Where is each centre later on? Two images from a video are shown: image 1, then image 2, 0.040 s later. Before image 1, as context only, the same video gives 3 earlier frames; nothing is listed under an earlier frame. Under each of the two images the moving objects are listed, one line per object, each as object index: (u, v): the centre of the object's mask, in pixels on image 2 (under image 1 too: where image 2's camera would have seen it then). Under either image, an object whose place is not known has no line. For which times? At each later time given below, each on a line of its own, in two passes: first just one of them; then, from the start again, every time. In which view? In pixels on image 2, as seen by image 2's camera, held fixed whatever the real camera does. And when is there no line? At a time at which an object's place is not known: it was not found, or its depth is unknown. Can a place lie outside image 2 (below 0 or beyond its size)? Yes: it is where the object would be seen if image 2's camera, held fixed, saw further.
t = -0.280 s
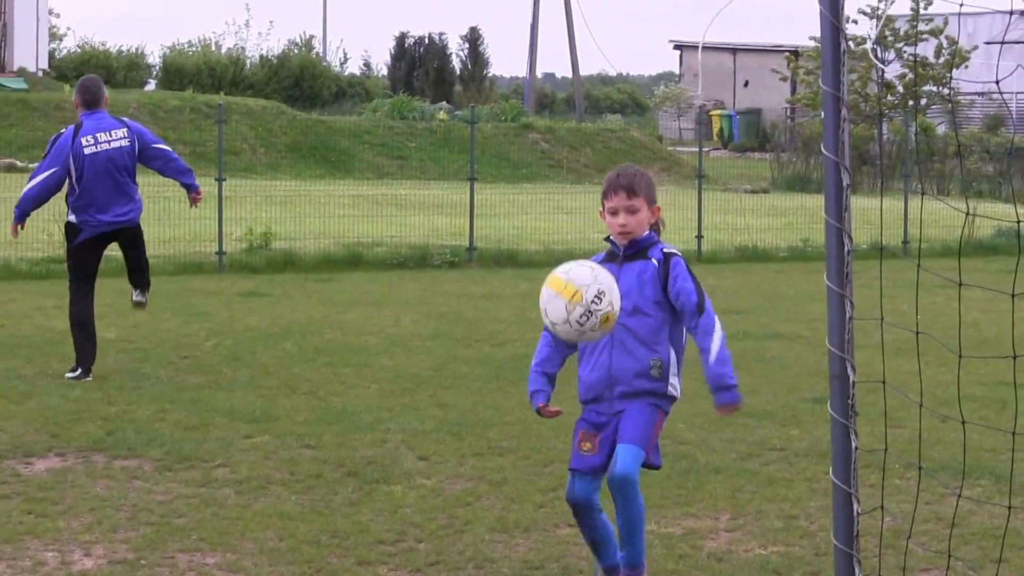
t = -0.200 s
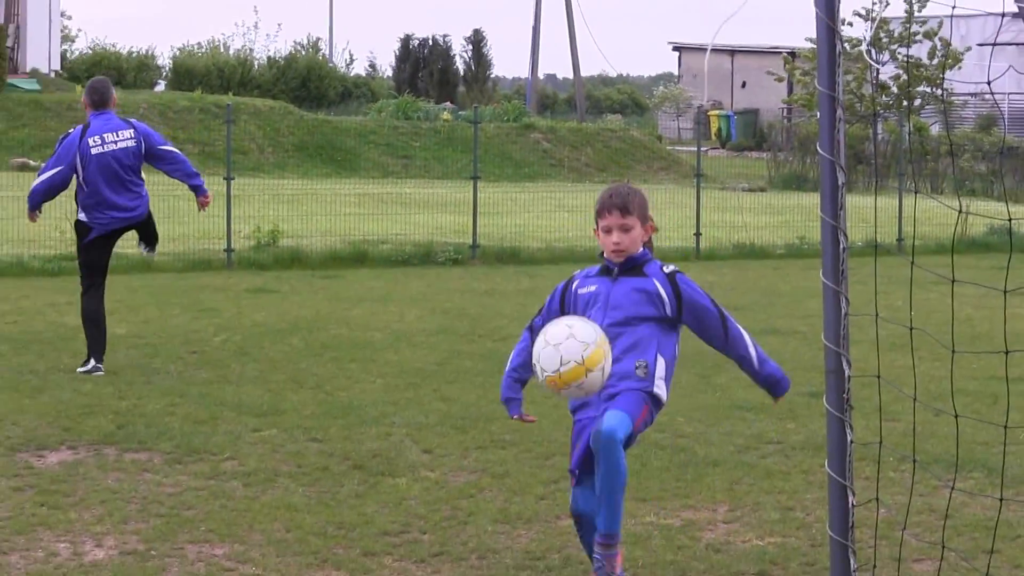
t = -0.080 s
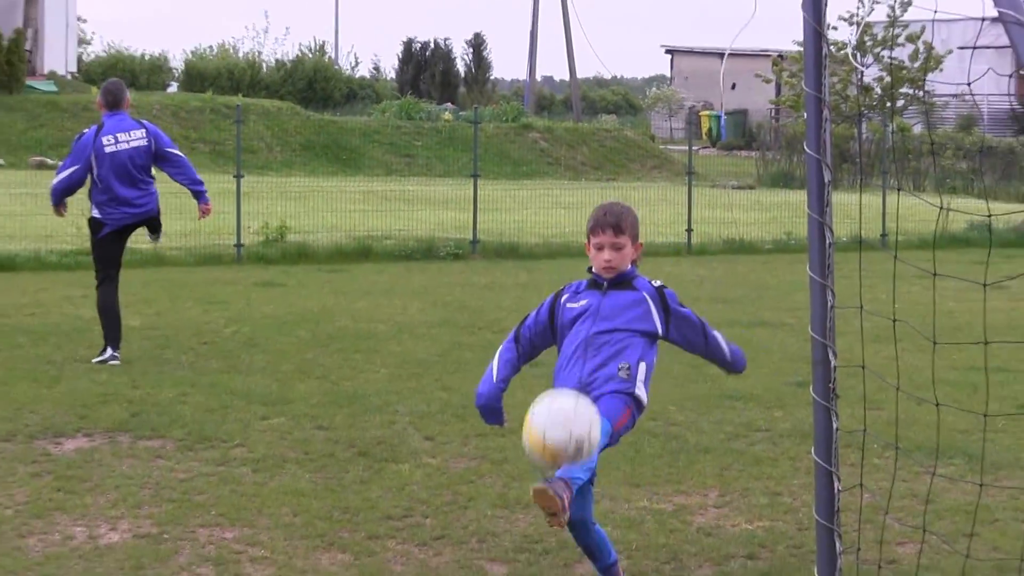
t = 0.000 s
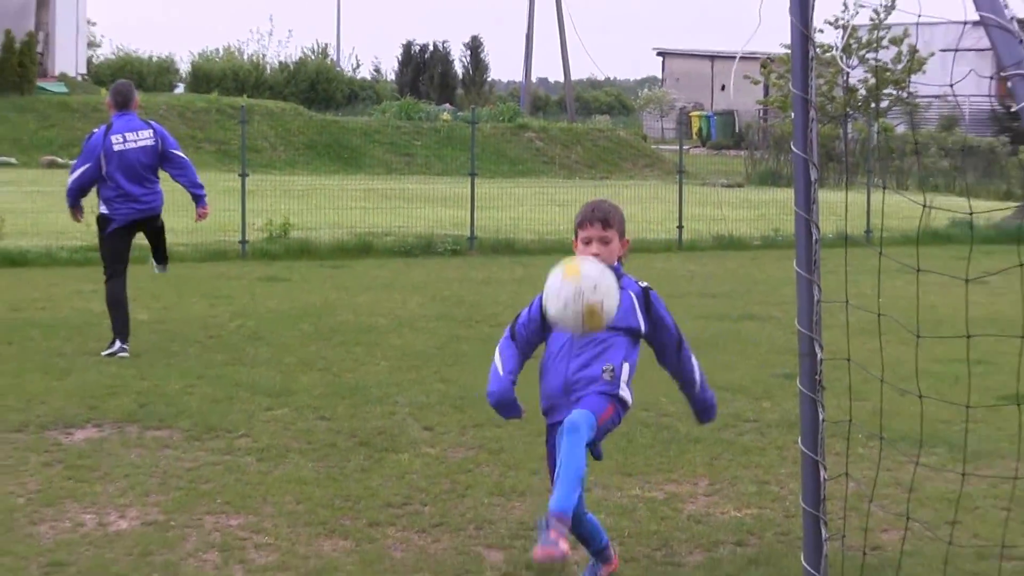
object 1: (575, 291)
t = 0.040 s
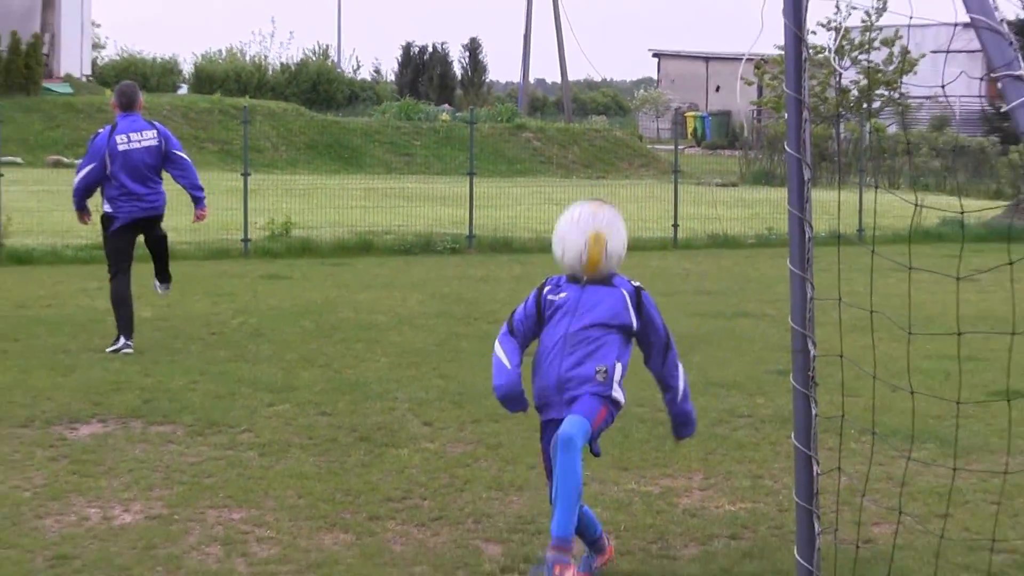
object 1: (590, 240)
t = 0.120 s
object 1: (611, 143)
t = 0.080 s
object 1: (603, 188)
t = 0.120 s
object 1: (611, 143)
